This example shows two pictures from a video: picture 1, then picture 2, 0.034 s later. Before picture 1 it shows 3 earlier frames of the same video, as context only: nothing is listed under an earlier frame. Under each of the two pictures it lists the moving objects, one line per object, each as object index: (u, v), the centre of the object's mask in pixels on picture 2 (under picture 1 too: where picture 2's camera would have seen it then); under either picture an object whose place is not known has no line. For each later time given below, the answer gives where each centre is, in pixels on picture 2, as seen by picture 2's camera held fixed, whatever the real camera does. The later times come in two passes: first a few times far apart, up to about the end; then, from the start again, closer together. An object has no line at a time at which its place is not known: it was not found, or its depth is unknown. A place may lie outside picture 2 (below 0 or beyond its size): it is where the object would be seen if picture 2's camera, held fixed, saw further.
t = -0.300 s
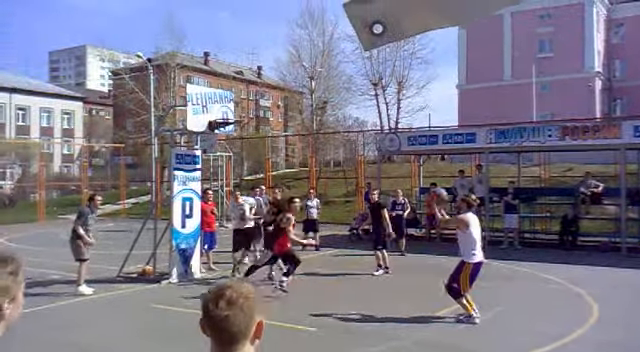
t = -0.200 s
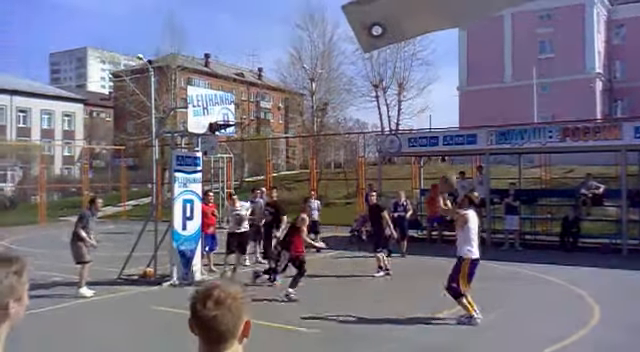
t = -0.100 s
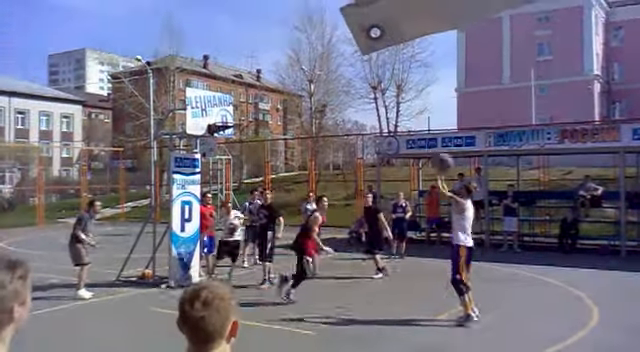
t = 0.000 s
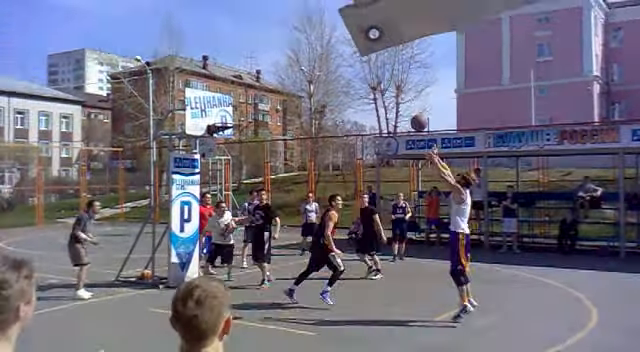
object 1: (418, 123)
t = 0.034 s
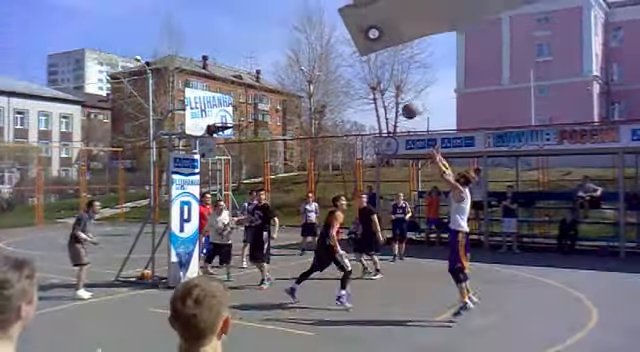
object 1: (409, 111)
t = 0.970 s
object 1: (231, 94)
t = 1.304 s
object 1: (229, 97)
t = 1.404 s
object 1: (235, 93)
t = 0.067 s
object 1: (400, 101)
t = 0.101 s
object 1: (392, 90)
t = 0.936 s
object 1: (238, 85)
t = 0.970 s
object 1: (231, 94)
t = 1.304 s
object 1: (229, 97)
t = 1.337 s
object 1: (231, 96)
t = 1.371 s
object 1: (233, 94)
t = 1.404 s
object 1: (235, 93)
